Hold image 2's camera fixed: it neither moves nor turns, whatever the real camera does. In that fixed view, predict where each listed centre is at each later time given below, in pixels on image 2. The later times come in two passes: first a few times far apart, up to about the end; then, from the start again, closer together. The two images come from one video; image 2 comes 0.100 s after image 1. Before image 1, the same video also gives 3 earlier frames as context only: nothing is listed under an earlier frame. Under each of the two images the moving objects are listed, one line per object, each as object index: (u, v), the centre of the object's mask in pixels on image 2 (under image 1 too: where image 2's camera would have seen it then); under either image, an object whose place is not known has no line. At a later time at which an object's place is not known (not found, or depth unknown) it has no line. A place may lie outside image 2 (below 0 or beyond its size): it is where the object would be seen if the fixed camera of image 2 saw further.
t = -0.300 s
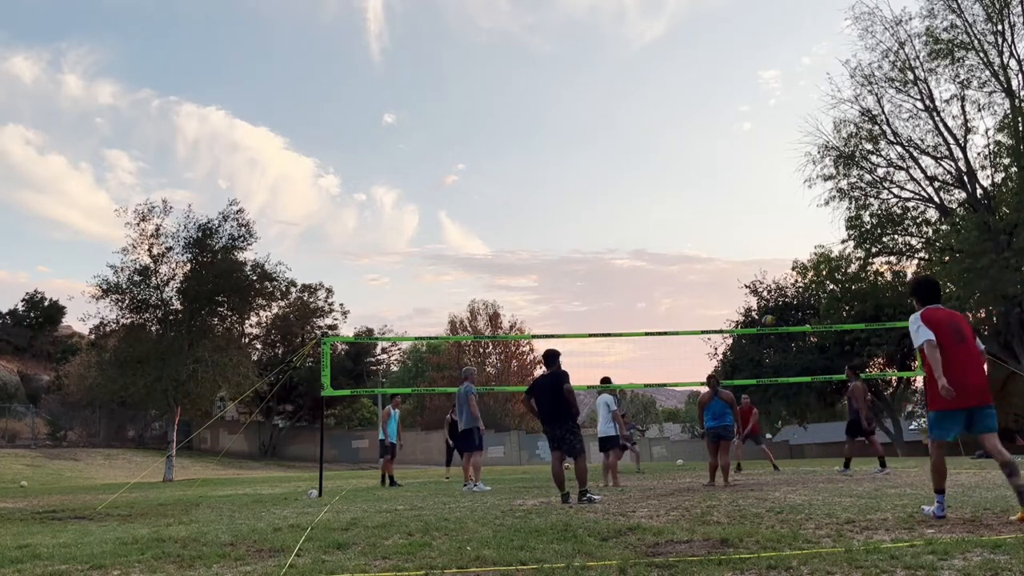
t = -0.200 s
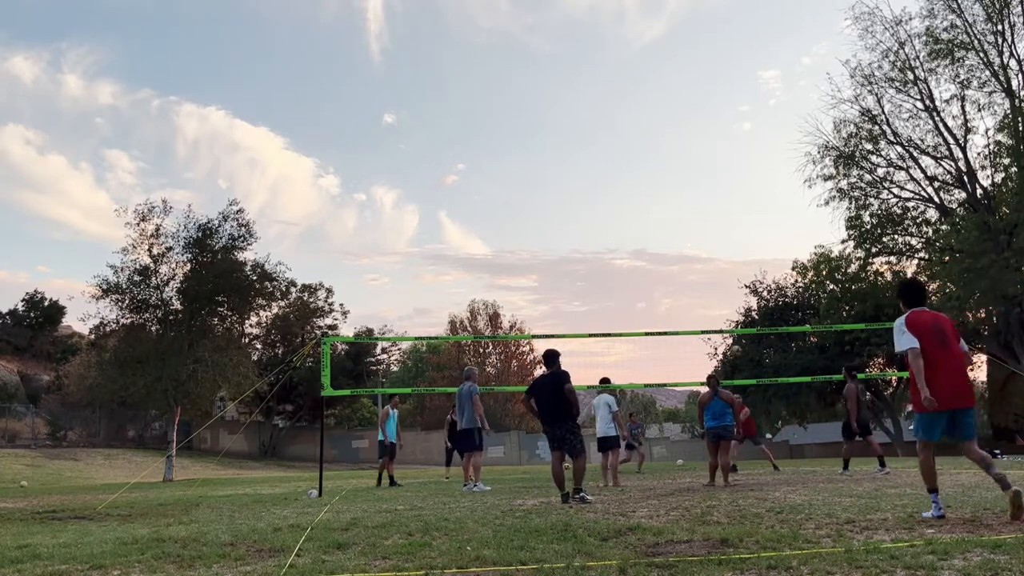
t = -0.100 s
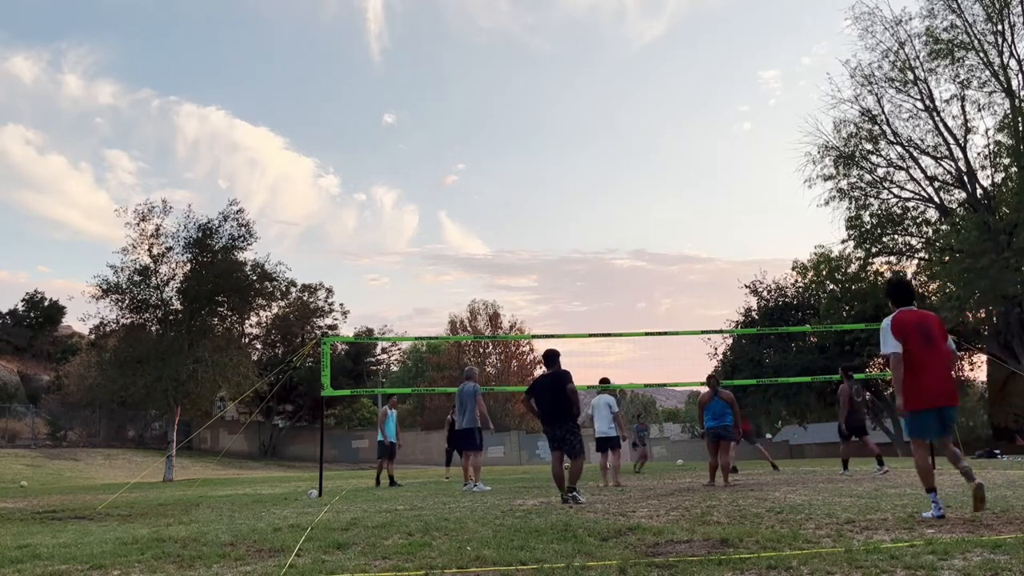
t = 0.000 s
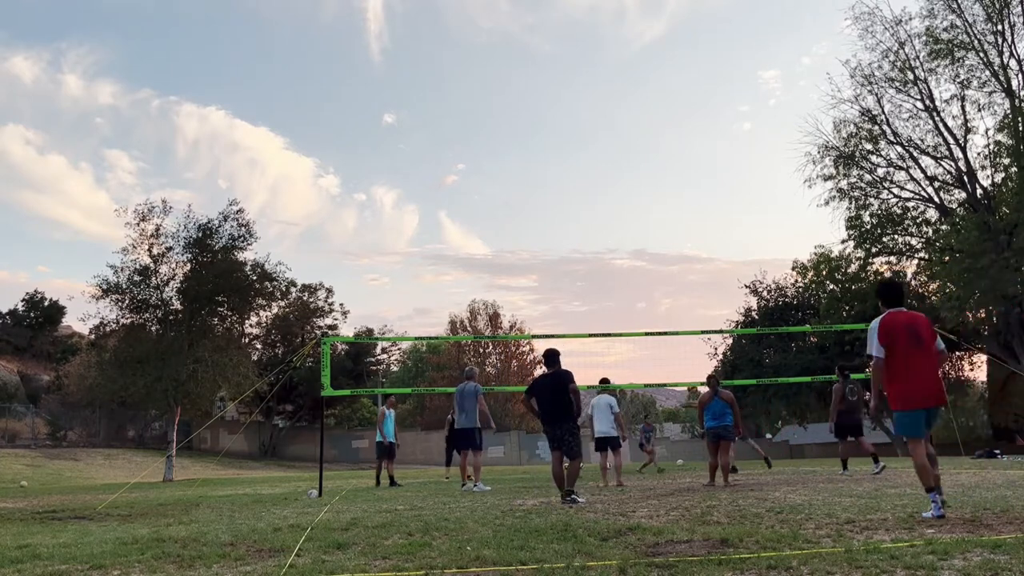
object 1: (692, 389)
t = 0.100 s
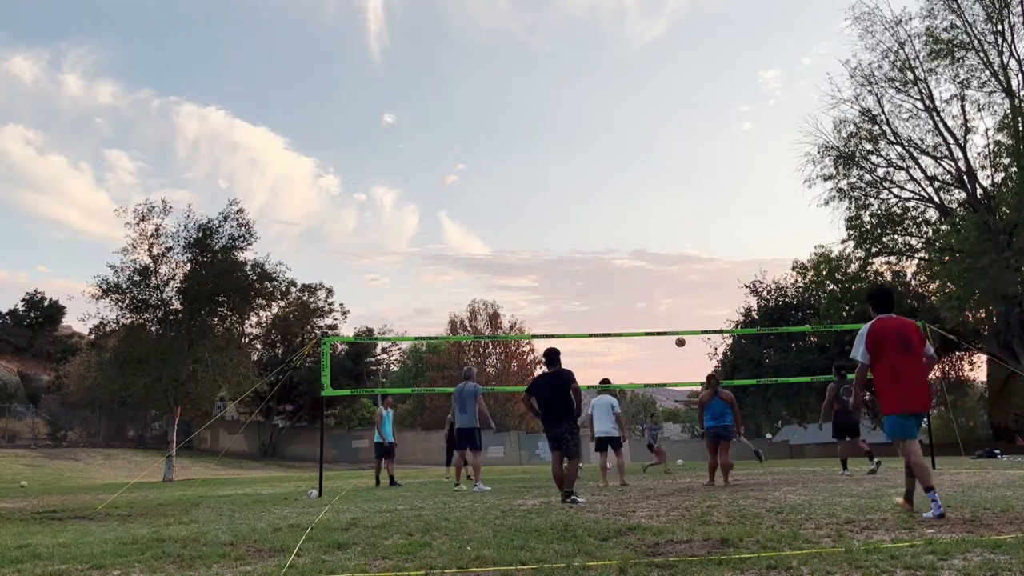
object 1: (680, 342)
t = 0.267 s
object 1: (661, 276)
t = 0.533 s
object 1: (633, 200)
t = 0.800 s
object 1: (608, 156)
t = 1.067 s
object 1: (587, 143)
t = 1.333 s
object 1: (567, 162)
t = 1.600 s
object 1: (549, 216)
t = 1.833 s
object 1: (535, 292)
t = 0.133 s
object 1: (676, 327)
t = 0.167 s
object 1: (672, 314)
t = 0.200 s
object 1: (668, 301)
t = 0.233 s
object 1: (665, 289)
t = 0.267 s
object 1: (661, 276)
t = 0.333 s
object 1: (653, 254)
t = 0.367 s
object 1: (650, 244)
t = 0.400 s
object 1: (646, 234)
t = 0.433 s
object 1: (643, 225)
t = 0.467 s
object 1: (639, 216)
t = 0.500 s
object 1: (636, 208)
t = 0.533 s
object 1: (633, 200)
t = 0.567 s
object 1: (630, 193)
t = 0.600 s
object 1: (626, 186)
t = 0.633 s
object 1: (623, 180)
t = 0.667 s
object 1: (620, 174)
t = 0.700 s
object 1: (617, 169)
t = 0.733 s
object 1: (614, 164)
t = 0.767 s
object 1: (611, 160)
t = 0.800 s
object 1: (608, 156)
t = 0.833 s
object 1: (606, 152)
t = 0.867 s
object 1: (603, 150)
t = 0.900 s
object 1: (600, 147)
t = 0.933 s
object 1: (597, 145)
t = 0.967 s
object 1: (594, 144)
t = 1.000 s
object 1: (592, 143)
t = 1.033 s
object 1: (589, 143)
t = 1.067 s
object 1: (587, 143)
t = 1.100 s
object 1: (584, 144)
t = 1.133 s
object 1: (581, 145)
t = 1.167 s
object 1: (579, 146)
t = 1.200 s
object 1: (576, 149)
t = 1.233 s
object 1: (574, 151)
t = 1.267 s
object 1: (572, 154)
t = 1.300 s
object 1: (569, 158)
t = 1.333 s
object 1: (567, 162)
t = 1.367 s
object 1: (564, 167)
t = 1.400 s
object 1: (562, 173)
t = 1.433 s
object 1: (560, 178)
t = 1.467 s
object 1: (557, 185)
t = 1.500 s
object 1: (555, 192)
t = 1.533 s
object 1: (553, 199)
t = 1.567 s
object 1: (551, 207)
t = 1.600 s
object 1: (549, 216)
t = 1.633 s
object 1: (546, 225)
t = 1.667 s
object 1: (545, 235)
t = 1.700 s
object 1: (543, 246)
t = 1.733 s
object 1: (540, 256)
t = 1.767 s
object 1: (538, 268)
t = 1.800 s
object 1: (537, 280)
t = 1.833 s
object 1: (535, 292)
